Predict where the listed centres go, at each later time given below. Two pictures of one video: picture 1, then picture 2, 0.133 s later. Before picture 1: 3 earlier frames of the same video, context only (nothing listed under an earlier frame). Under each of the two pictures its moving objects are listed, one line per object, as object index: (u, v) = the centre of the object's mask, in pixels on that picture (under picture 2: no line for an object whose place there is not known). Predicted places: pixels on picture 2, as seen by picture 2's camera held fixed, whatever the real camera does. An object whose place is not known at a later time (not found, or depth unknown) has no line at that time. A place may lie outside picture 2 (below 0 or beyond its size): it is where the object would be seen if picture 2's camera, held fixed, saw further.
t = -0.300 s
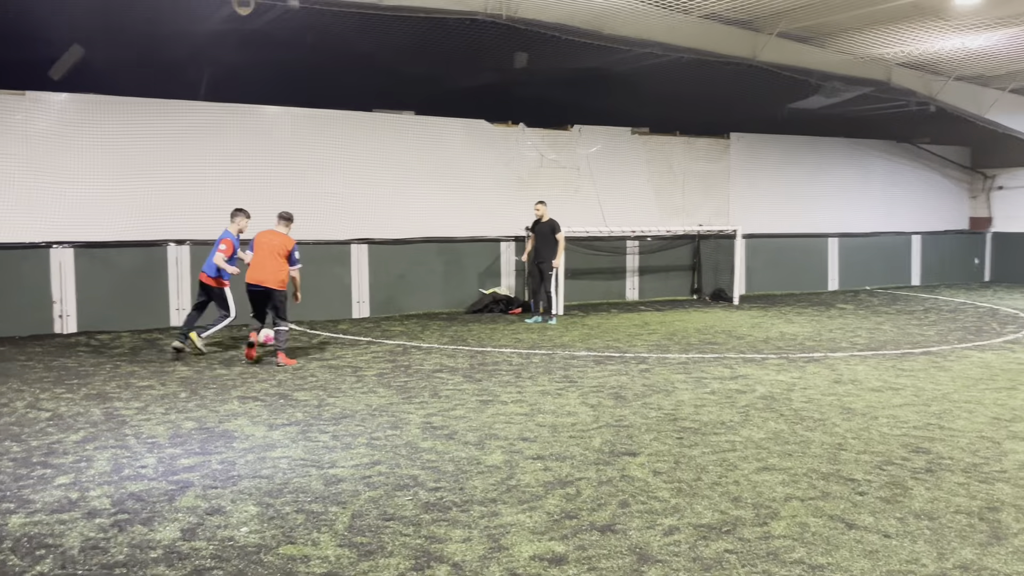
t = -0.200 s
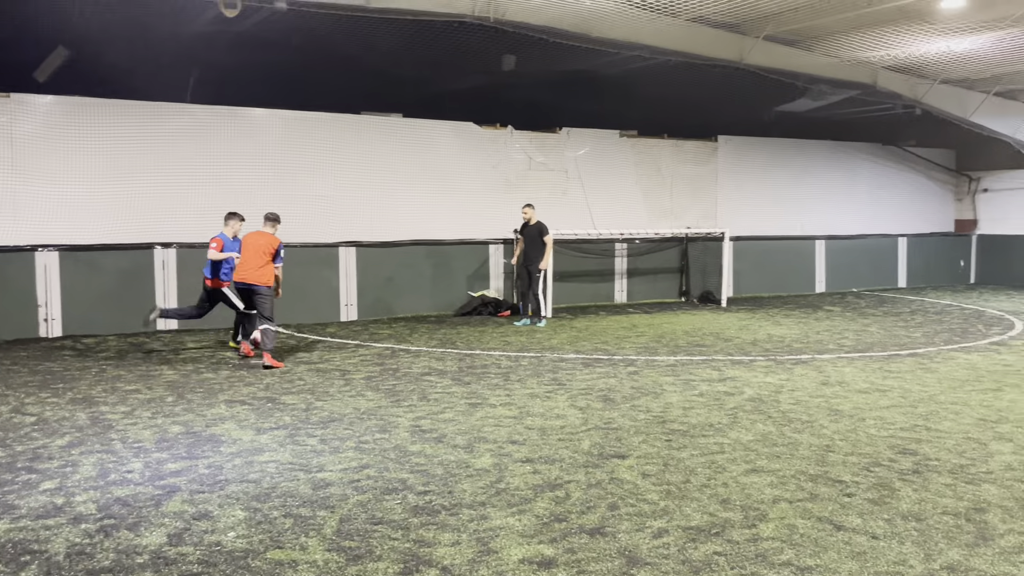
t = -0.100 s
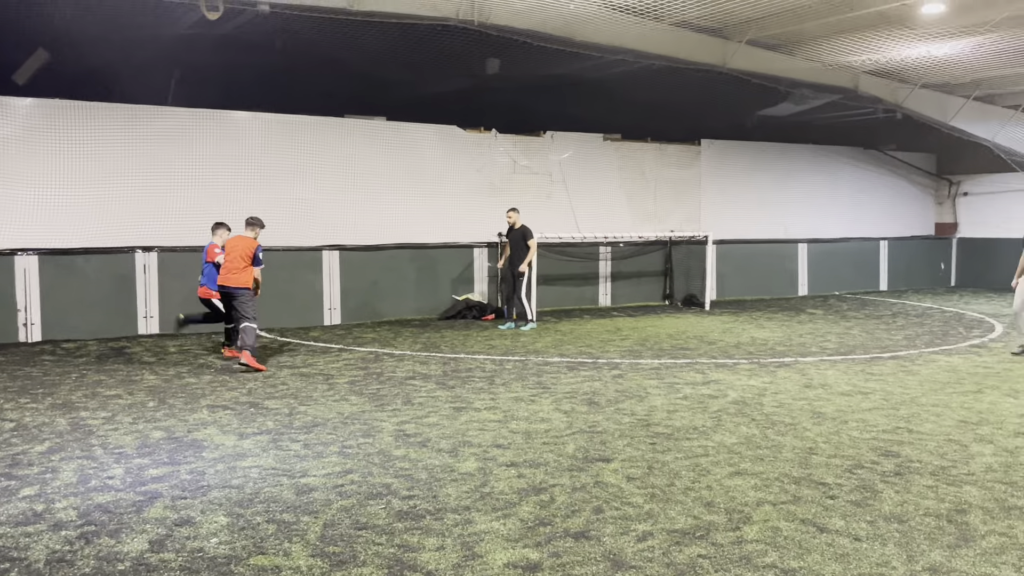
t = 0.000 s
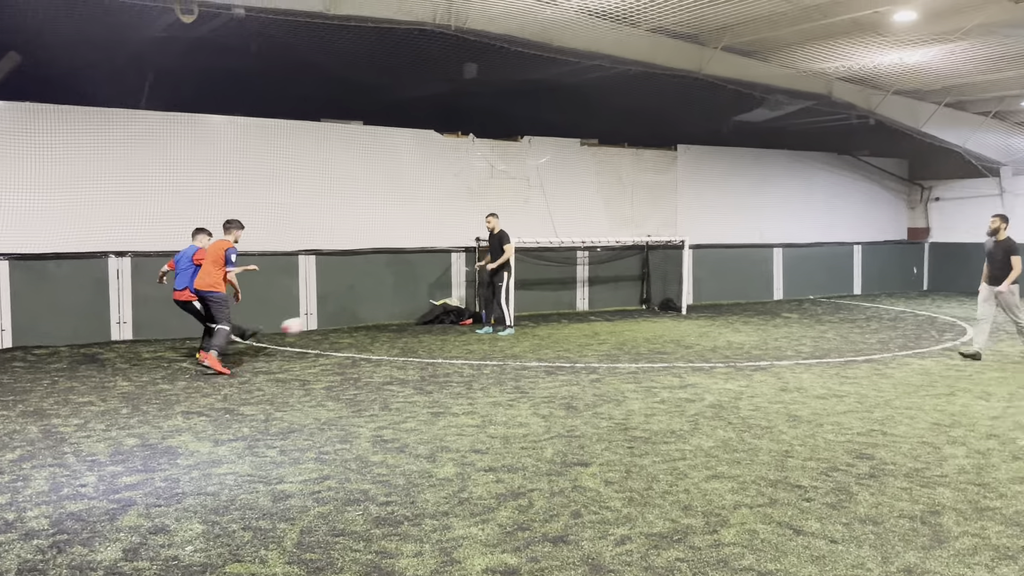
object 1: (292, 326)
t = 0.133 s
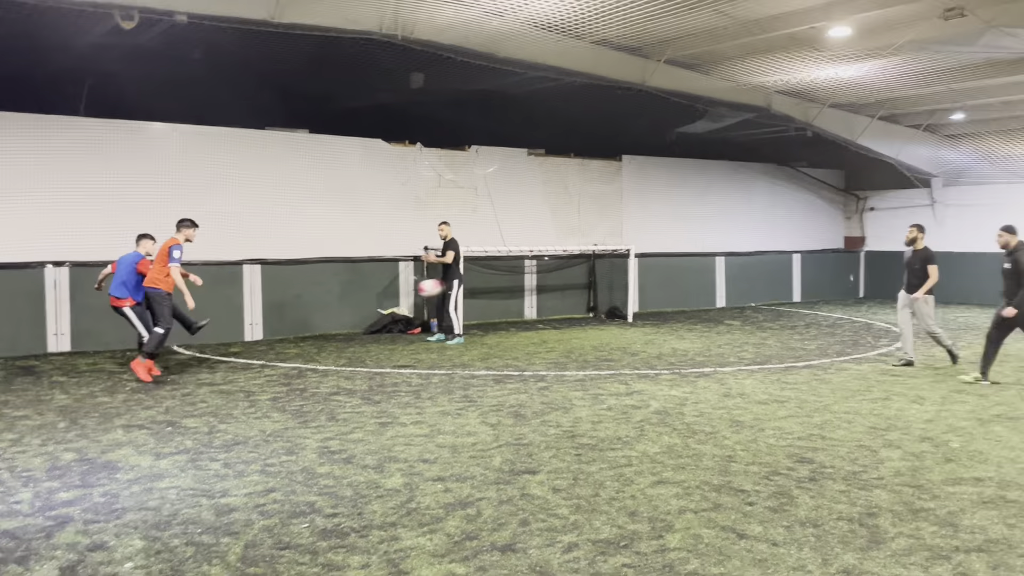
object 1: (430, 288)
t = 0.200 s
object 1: (530, 266)
